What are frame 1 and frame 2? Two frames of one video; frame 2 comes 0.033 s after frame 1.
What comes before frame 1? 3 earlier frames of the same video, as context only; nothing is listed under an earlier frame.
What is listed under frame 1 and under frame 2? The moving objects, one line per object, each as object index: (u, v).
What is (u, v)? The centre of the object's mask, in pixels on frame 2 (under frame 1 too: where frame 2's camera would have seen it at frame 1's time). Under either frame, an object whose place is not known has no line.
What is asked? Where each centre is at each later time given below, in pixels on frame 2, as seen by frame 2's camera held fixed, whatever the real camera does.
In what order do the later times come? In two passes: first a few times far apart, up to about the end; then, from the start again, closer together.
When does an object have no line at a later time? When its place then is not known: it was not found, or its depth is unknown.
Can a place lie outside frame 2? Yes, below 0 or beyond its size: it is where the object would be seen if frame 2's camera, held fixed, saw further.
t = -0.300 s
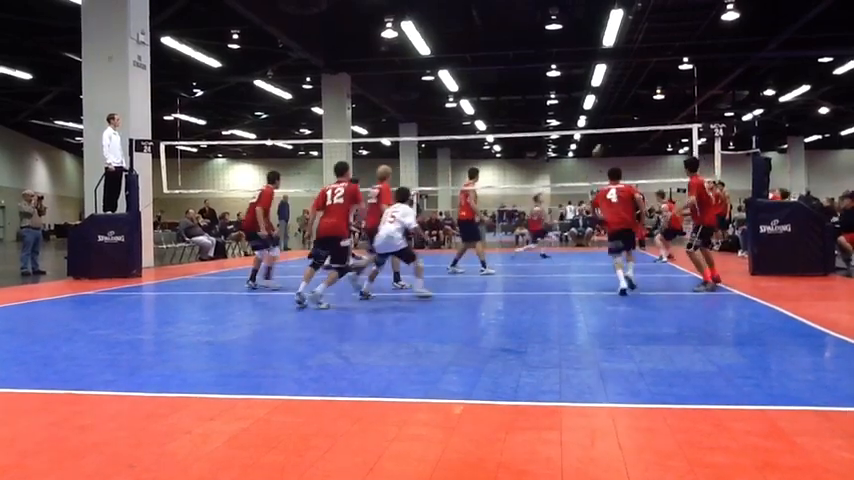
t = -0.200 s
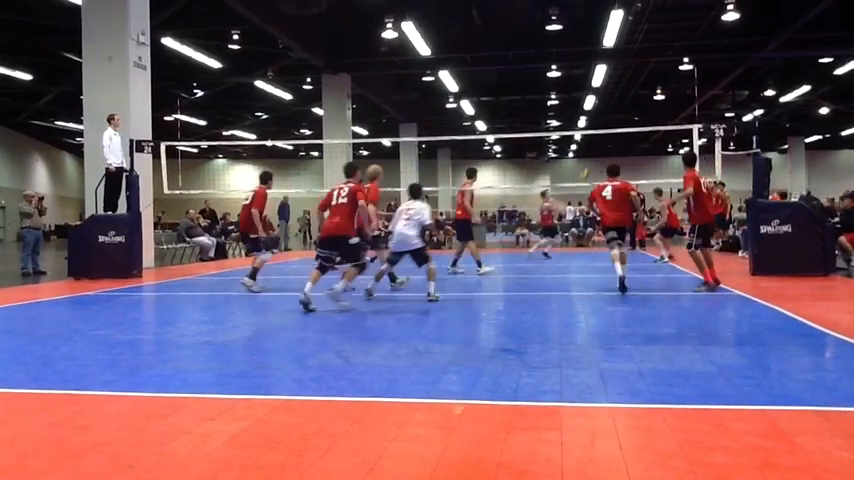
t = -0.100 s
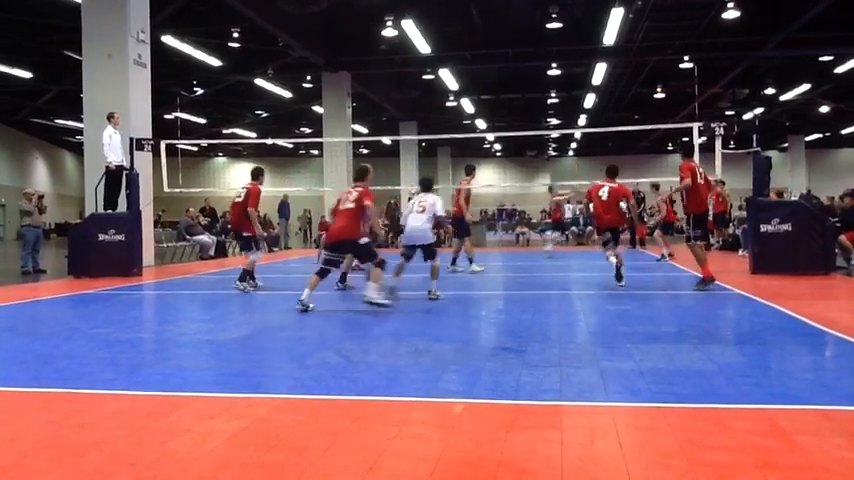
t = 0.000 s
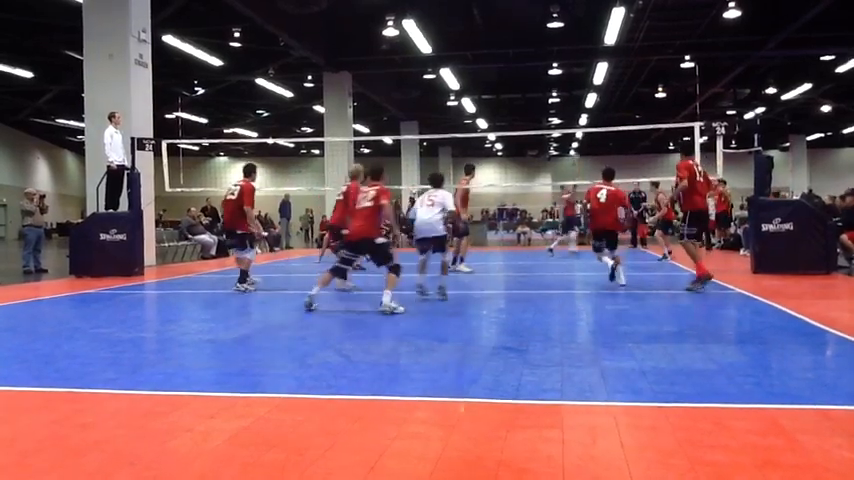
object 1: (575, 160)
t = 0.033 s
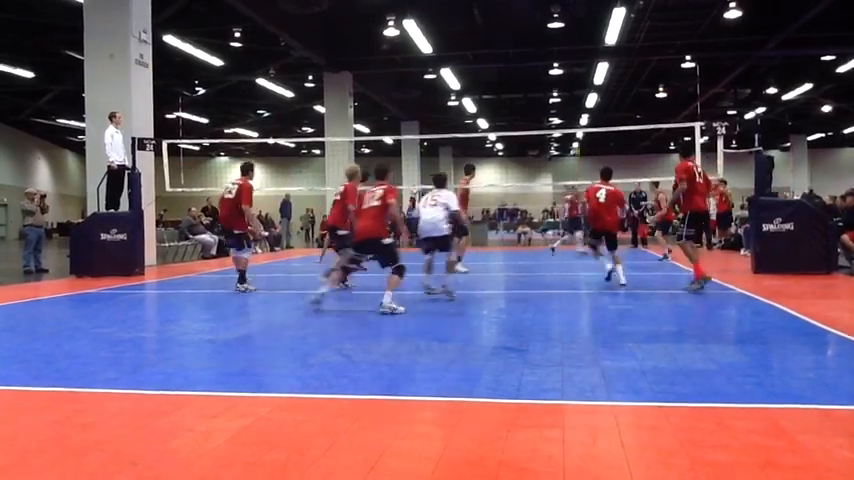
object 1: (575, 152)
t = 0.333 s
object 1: (568, 89)
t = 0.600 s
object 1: (556, 65)
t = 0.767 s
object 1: (546, 65)
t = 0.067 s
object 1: (575, 142)
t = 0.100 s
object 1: (574, 129)
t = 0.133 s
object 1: (573, 124)
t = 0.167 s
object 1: (572, 120)
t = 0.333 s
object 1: (568, 89)
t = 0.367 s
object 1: (567, 84)
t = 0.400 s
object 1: (566, 80)
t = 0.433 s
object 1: (565, 76)
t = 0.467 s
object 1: (564, 72)
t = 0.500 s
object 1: (559, 69)
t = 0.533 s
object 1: (560, 66)
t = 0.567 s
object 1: (558, 65)
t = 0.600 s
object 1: (556, 65)
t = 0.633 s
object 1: (555, 64)
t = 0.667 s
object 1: (554, 65)
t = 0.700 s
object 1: (551, 63)
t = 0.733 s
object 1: (549, 63)
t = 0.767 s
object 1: (546, 65)
